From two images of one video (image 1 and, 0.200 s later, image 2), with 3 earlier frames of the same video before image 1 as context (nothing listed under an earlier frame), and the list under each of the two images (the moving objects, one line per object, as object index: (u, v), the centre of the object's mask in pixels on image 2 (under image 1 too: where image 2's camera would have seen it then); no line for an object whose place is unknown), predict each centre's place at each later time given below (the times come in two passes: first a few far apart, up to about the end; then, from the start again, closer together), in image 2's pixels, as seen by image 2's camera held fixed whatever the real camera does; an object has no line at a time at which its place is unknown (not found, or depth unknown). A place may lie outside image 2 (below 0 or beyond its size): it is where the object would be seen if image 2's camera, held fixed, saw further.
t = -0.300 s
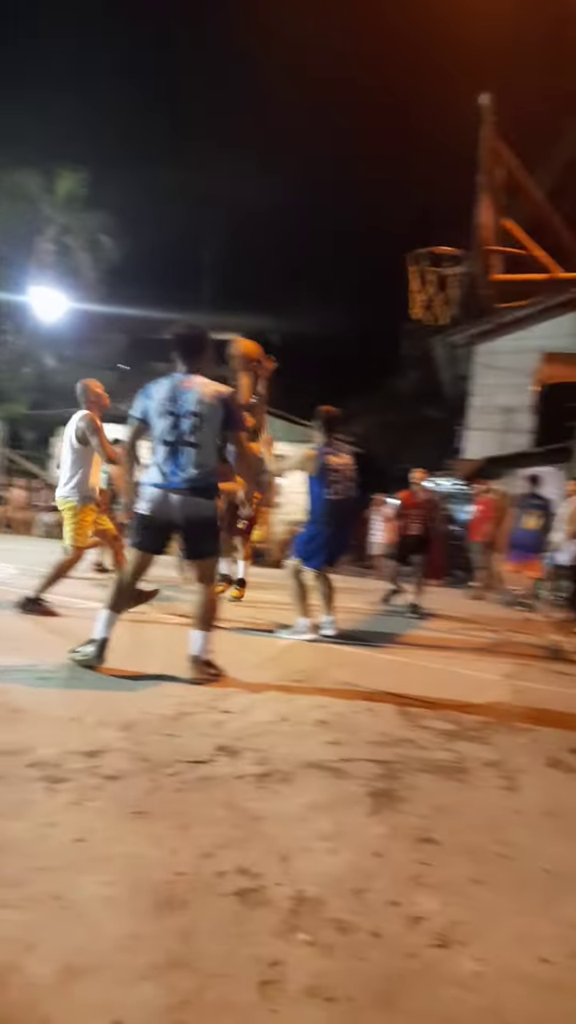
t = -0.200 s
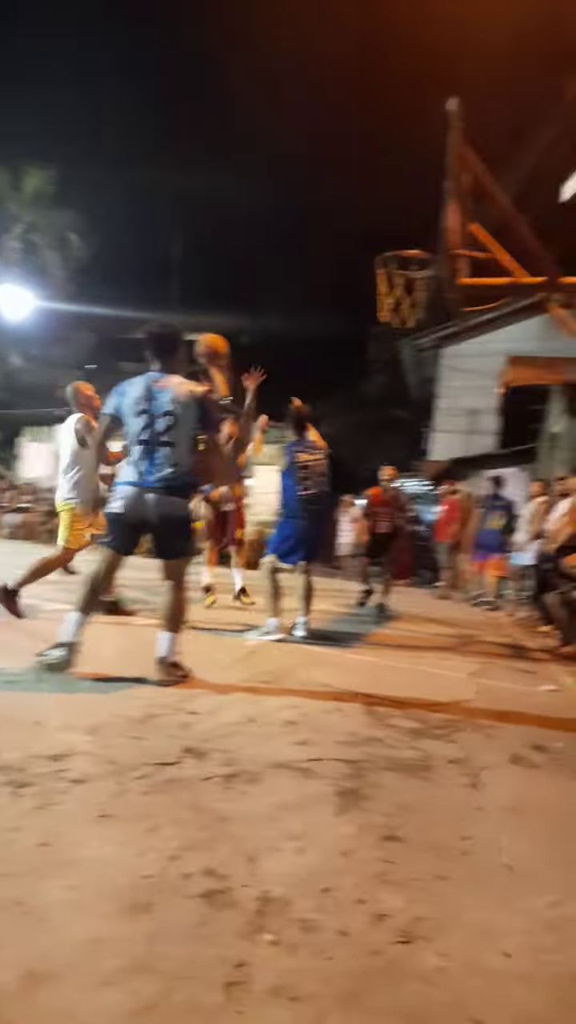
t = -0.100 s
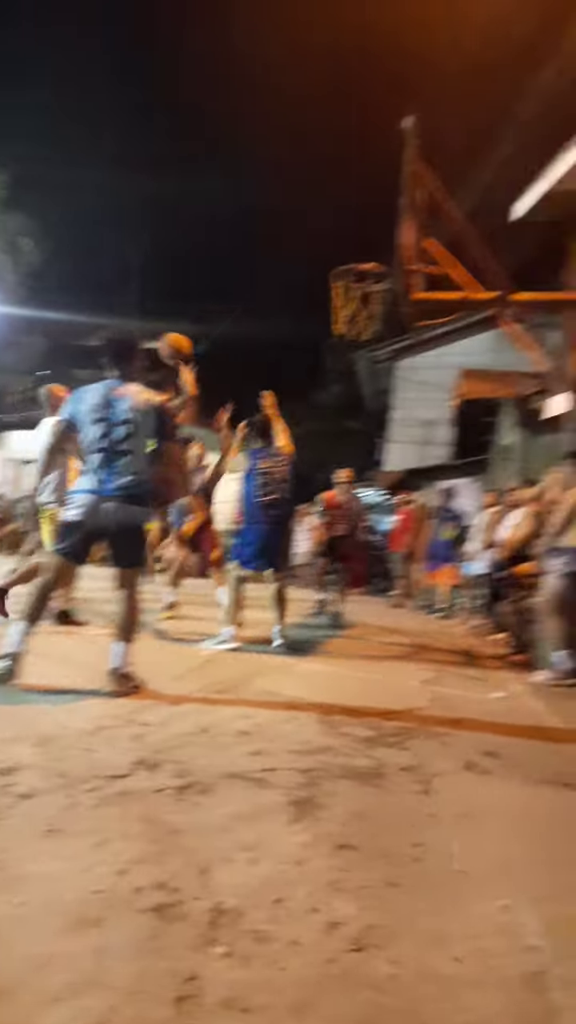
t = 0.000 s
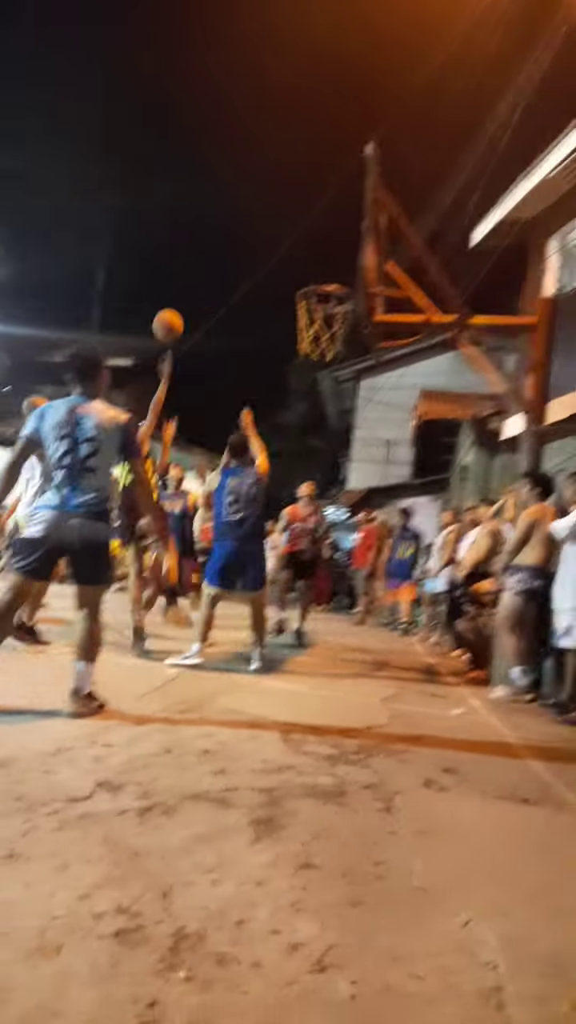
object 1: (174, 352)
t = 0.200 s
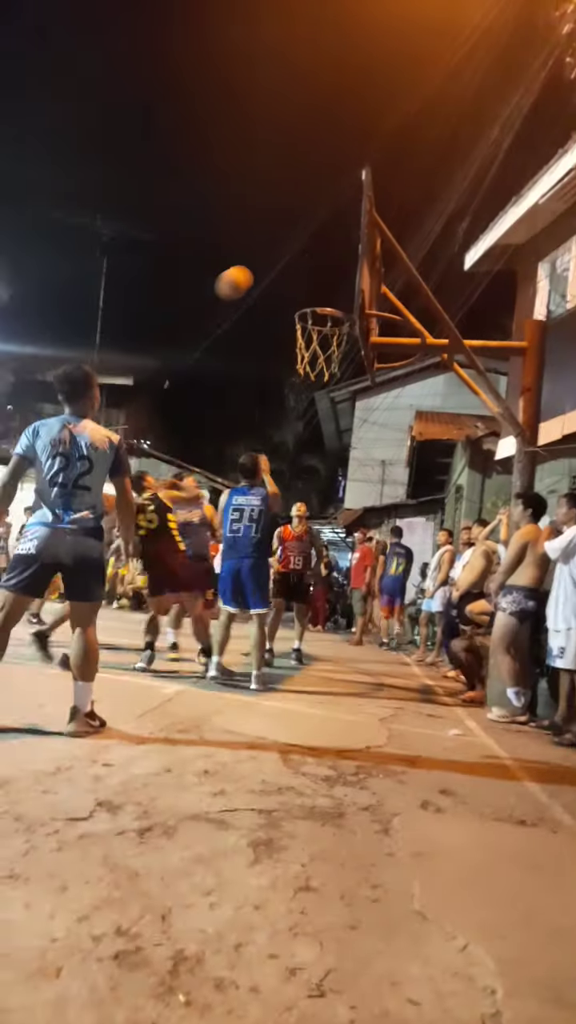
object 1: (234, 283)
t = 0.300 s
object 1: (263, 269)
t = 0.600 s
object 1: (342, 292)
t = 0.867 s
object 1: (294, 297)
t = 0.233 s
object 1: (243, 276)
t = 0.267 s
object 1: (253, 273)
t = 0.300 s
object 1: (263, 269)
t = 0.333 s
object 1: (273, 267)
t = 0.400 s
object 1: (290, 265)
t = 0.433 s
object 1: (300, 267)
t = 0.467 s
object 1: (310, 270)
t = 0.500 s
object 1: (319, 273)
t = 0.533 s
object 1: (327, 278)
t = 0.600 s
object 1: (342, 292)
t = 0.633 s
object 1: (346, 299)
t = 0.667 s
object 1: (341, 303)
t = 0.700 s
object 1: (336, 300)
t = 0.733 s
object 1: (328, 297)
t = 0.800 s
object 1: (310, 295)
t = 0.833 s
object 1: (301, 295)
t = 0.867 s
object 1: (294, 297)
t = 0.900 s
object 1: (285, 300)
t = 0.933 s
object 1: (276, 305)
